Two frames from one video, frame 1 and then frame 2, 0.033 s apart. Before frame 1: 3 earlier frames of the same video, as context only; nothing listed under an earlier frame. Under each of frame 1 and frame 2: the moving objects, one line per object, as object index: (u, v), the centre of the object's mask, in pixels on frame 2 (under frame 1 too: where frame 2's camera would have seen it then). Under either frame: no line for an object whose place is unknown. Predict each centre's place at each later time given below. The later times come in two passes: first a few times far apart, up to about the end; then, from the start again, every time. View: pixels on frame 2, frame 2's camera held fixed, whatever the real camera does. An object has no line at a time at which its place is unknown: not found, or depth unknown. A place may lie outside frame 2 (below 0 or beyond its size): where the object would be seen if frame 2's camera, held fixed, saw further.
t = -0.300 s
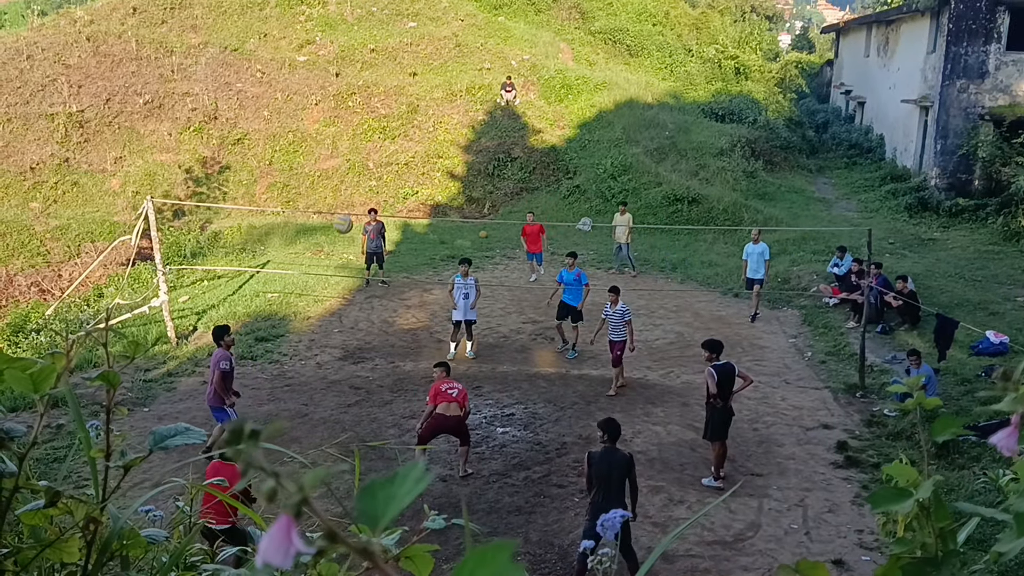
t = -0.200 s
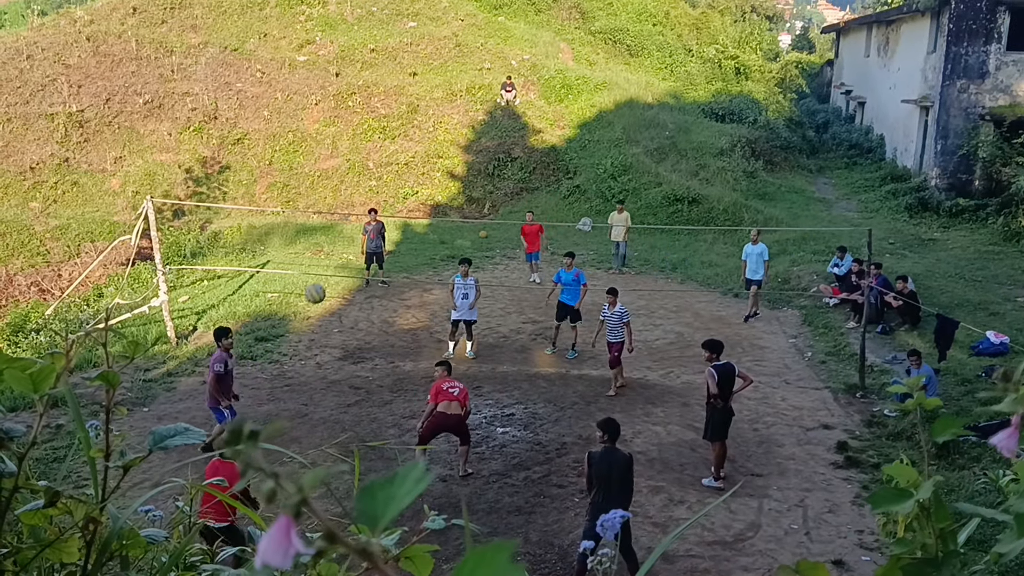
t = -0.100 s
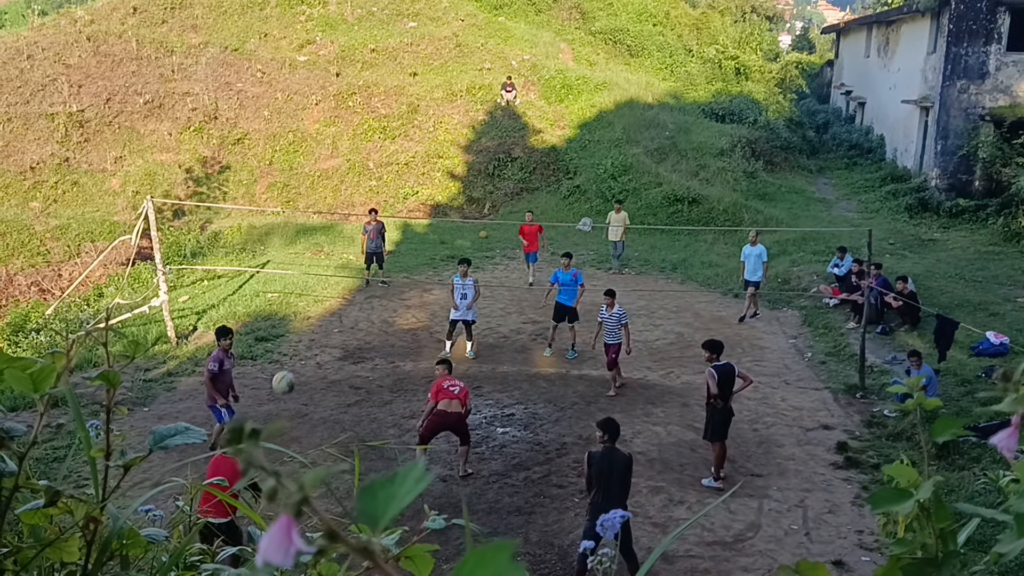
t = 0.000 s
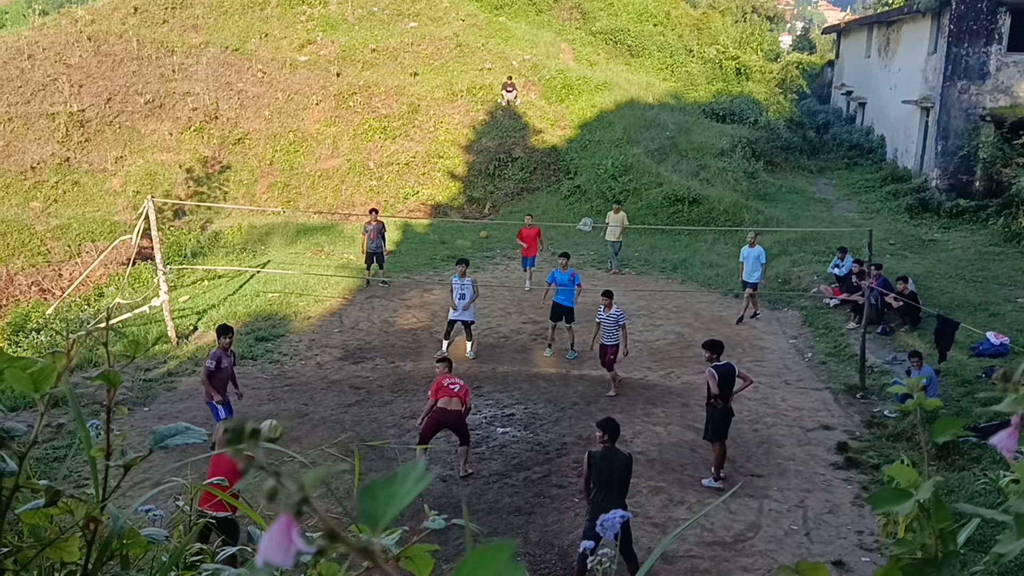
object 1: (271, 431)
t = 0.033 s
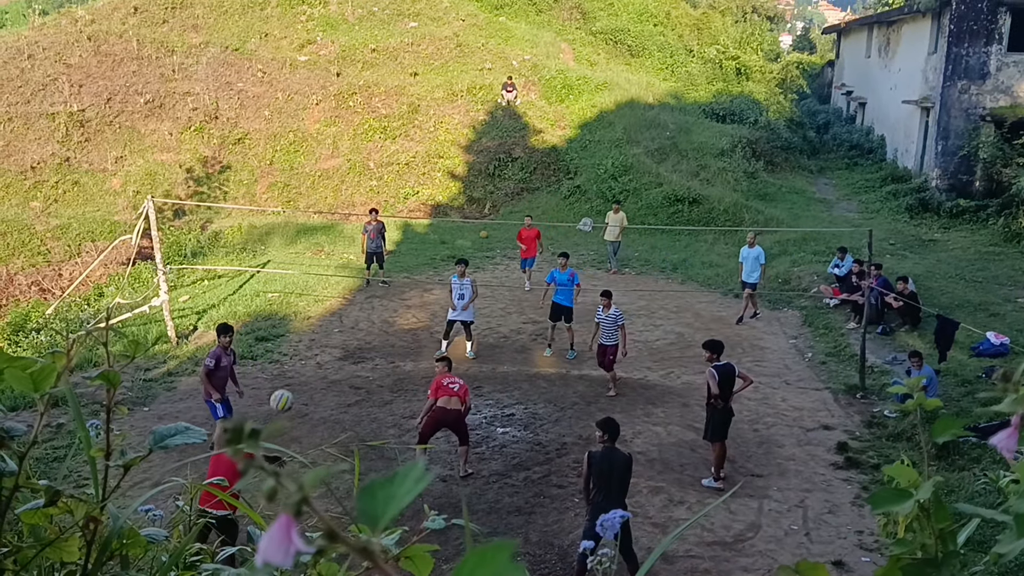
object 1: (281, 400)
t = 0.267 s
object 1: (359, 233)
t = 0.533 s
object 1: (439, 121)
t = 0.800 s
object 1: (509, 85)
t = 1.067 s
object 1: (569, 113)
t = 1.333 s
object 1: (616, 191)
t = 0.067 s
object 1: (293, 373)
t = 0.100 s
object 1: (305, 345)
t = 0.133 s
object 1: (317, 321)
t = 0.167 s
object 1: (327, 297)
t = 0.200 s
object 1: (338, 275)
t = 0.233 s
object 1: (349, 253)
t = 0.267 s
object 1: (359, 233)
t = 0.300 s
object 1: (370, 215)
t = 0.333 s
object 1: (380, 197)
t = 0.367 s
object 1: (390, 181)
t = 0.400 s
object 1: (401, 167)
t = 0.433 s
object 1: (410, 154)
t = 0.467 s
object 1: (420, 142)
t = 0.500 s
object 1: (429, 131)
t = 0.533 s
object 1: (439, 121)
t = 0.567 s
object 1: (448, 113)
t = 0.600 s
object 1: (457, 105)
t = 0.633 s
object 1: (467, 99)
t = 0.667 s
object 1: (475, 95)
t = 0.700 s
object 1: (484, 90)
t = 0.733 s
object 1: (492, 87)
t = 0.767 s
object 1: (501, 85)
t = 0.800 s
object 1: (509, 85)
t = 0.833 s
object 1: (517, 85)
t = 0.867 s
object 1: (526, 86)
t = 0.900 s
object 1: (533, 88)
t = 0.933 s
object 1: (541, 91)
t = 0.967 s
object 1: (548, 95)
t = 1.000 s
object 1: (555, 100)
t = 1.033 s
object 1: (562, 106)
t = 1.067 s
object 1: (569, 113)
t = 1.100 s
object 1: (576, 120)
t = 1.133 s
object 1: (583, 127)
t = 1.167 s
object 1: (588, 136)
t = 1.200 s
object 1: (594, 145)
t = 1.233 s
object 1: (599, 156)
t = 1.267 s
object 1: (605, 167)
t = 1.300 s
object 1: (610, 178)
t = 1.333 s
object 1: (616, 191)
